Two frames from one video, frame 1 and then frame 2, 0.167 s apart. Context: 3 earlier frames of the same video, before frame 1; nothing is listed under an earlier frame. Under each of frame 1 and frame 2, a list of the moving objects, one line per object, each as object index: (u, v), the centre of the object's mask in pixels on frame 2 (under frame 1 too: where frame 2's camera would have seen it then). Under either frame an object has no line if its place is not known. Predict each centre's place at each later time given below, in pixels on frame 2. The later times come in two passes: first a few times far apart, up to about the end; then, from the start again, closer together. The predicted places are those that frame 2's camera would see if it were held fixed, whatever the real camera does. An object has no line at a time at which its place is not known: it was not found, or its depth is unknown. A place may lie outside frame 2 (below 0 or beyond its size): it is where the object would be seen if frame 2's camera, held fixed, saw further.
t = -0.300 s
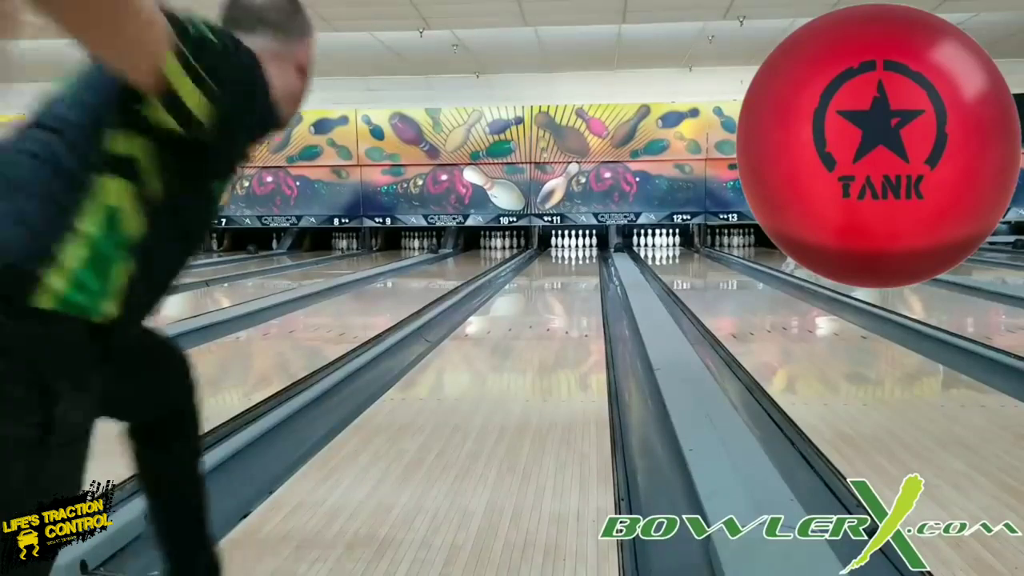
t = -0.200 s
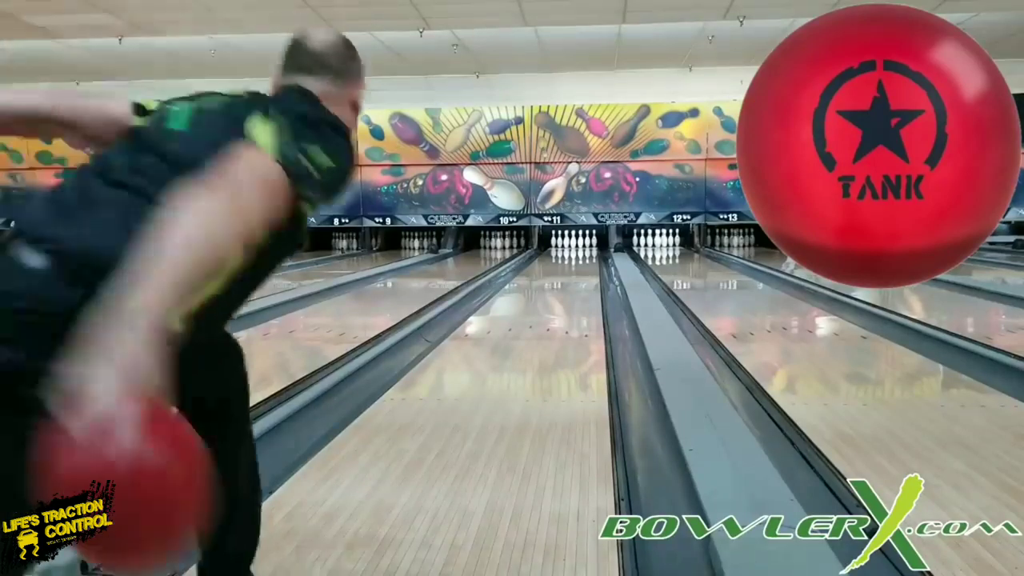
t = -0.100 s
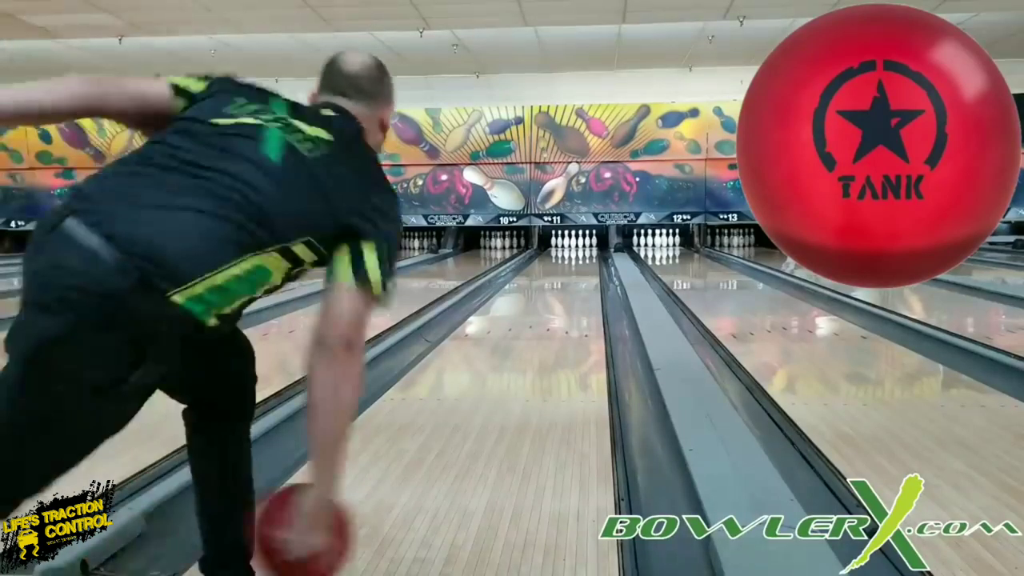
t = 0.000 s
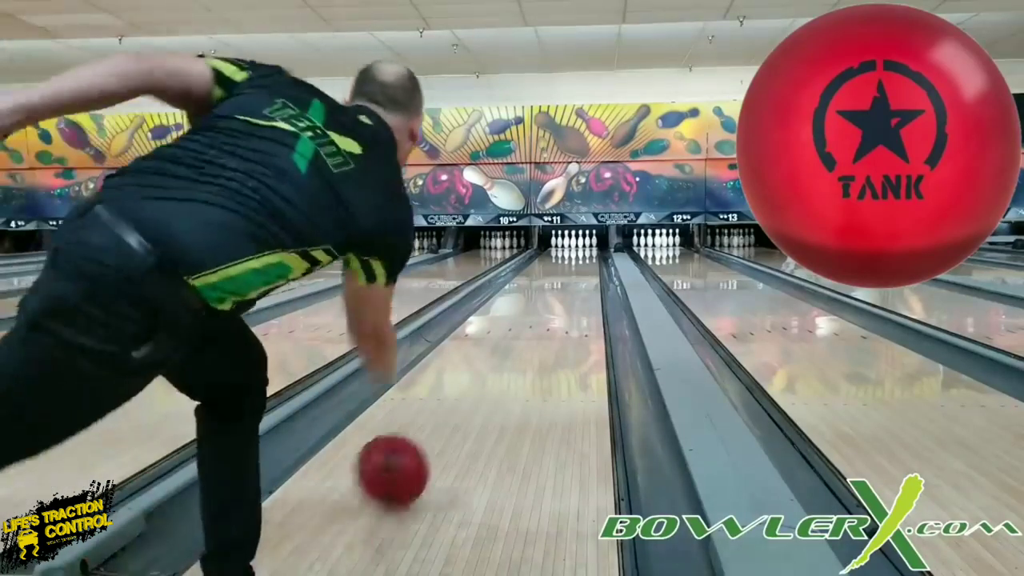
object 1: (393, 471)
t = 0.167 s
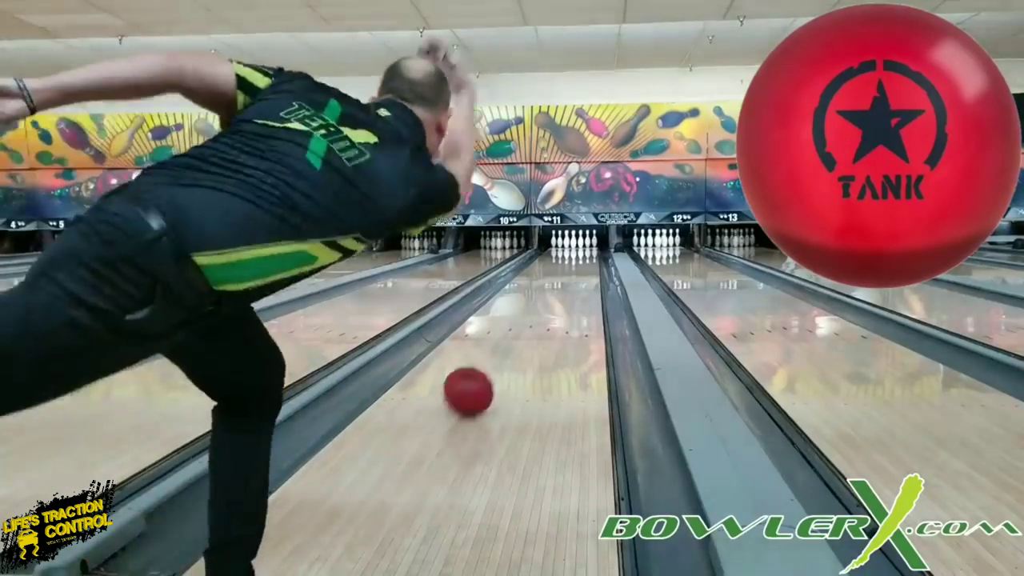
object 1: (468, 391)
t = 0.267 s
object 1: (494, 363)
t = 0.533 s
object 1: (534, 316)
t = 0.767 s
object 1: (552, 294)
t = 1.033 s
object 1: (564, 278)
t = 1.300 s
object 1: (572, 268)
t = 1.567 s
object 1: (576, 260)
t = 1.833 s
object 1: (577, 254)
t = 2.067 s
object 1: (578, 250)
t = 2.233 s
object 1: (577, 247)
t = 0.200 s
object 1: (478, 381)
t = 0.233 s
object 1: (487, 371)
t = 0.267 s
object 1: (494, 363)
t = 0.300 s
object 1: (501, 355)
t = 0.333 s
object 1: (507, 347)
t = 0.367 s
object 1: (513, 341)
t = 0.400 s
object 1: (518, 335)
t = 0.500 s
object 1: (530, 320)
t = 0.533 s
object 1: (534, 316)
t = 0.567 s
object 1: (538, 313)
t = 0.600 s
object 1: (540, 309)
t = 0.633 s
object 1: (543, 306)
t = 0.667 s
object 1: (546, 302)
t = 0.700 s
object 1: (548, 299)
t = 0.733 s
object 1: (550, 297)
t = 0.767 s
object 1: (552, 294)
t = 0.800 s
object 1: (554, 292)
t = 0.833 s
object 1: (556, 290)
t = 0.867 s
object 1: (558, 287)
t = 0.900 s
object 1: (559, 285)
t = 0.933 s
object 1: (560, 283)
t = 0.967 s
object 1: (562, 281)
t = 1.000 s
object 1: (563, 280)
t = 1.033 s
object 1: (564, 278)
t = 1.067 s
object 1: (565, 277)
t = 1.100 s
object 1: (567, 275)
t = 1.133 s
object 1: (567, 274)
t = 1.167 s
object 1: (569, 272)
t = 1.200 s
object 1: (569, 271)
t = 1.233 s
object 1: (570, 270)
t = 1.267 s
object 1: (571, 269)
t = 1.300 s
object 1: (572, 268)
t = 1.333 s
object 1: (572, 267)
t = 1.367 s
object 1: (573, 266)
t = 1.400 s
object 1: (573, 264)
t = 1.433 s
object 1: (574, 264)
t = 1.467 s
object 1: (574, 263)
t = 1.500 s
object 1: (575, 262)
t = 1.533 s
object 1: (575, 261)
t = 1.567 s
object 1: (576, 260)
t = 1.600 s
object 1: (575, 260)
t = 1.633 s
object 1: (576, 258)
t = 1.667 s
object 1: (577, 257)
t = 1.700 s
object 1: (577, 256)
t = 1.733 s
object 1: (577, 256)
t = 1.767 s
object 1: (577, 255)
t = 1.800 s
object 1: (578, 254)
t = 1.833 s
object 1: (577, 254)
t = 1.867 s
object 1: (578, 253)
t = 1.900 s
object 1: (578, 253)
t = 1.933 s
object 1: (578, 252)
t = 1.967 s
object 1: (578, 252)
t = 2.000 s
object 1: (578, 251)
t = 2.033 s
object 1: (578, 250)
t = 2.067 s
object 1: (578, 250)
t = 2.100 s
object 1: (578, 250)
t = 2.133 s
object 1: (578, 249)
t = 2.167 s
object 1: (577, 248)
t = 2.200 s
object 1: (577, 248)
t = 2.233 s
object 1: (577, 247)
